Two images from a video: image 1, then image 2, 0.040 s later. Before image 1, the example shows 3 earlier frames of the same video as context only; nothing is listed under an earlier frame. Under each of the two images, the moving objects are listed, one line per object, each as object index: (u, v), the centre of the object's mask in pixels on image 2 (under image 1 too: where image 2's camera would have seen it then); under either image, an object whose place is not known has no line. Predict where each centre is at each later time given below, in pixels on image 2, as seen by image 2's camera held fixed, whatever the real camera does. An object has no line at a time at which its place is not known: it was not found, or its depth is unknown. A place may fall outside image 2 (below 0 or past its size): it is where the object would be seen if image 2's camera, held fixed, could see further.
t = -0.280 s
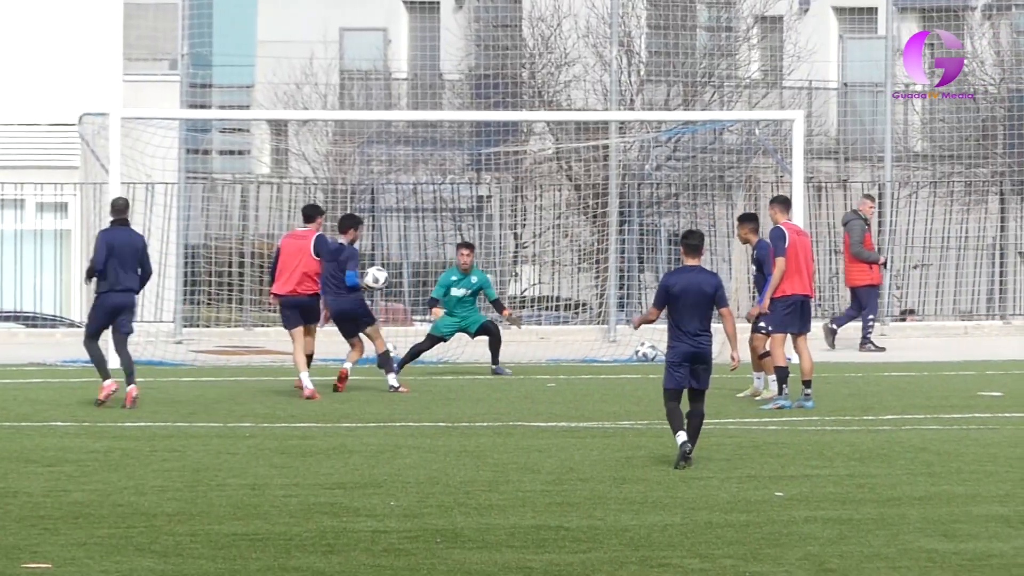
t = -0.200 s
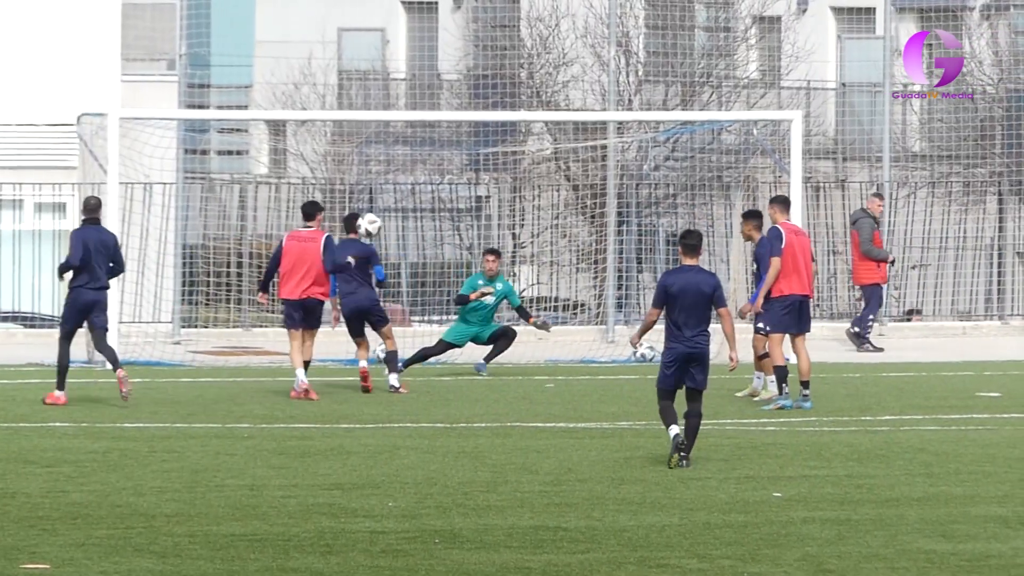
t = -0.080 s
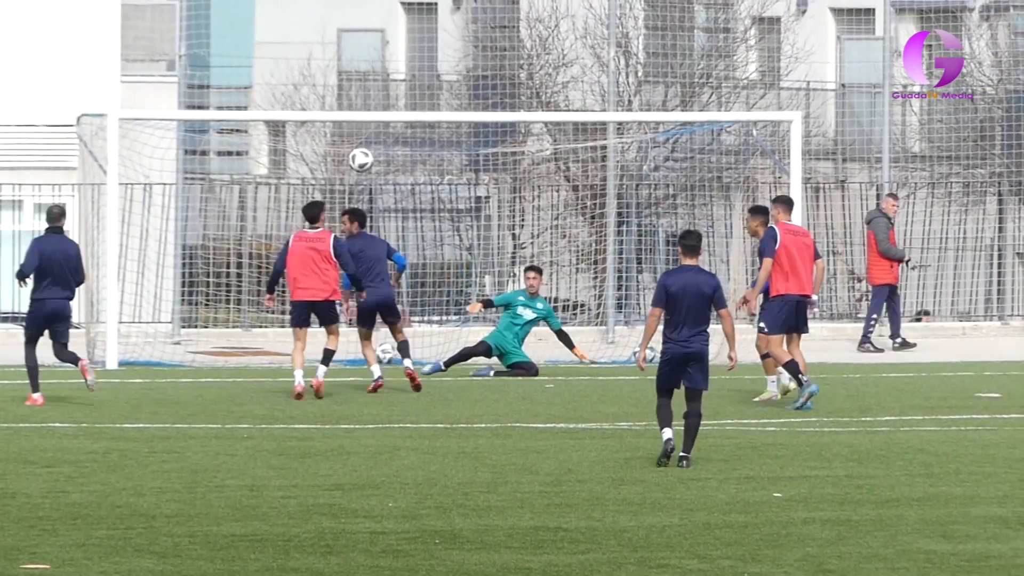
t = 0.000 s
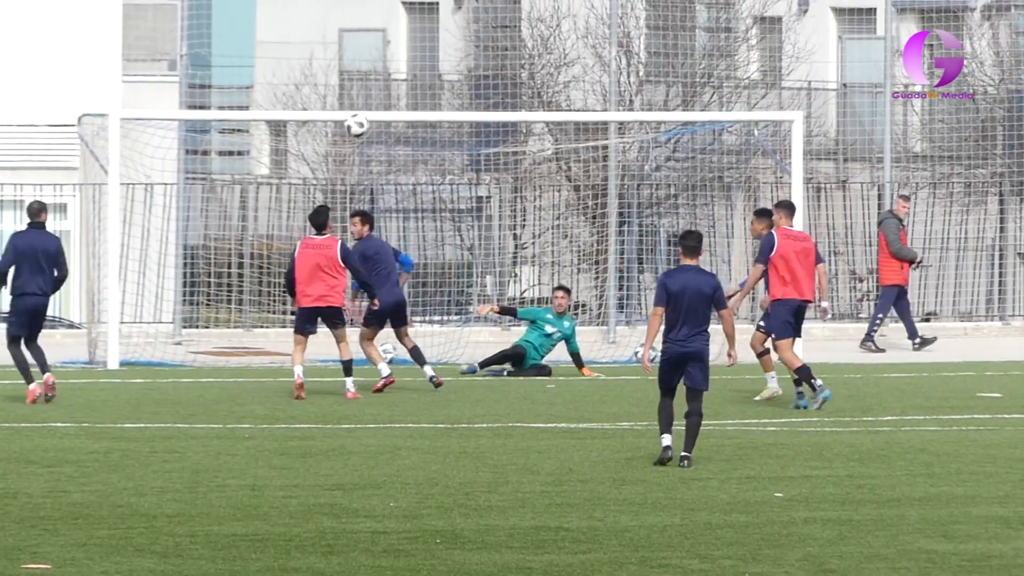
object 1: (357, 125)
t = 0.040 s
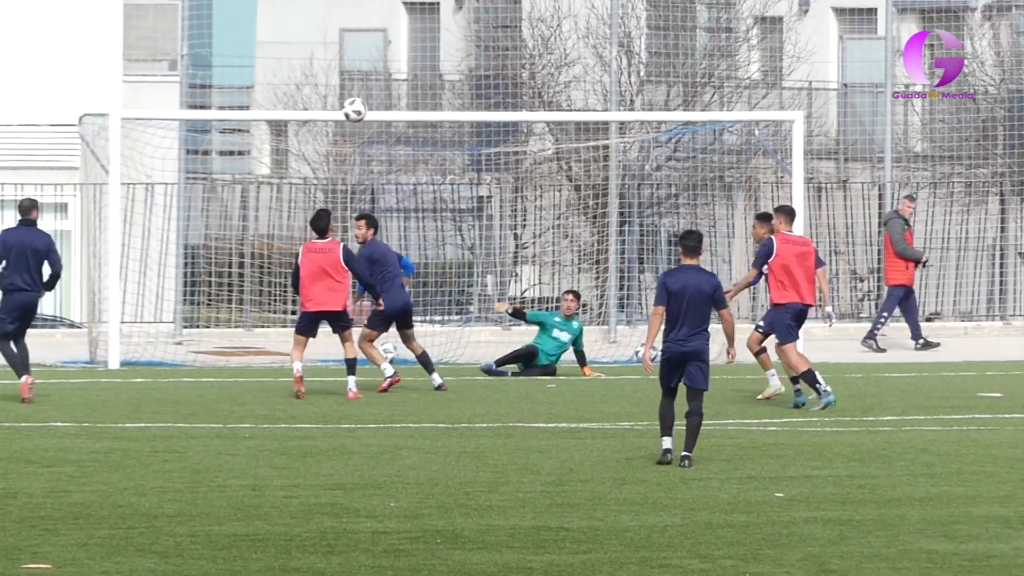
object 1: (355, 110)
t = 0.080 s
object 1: (352, 96)
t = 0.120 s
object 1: (349, 86)
